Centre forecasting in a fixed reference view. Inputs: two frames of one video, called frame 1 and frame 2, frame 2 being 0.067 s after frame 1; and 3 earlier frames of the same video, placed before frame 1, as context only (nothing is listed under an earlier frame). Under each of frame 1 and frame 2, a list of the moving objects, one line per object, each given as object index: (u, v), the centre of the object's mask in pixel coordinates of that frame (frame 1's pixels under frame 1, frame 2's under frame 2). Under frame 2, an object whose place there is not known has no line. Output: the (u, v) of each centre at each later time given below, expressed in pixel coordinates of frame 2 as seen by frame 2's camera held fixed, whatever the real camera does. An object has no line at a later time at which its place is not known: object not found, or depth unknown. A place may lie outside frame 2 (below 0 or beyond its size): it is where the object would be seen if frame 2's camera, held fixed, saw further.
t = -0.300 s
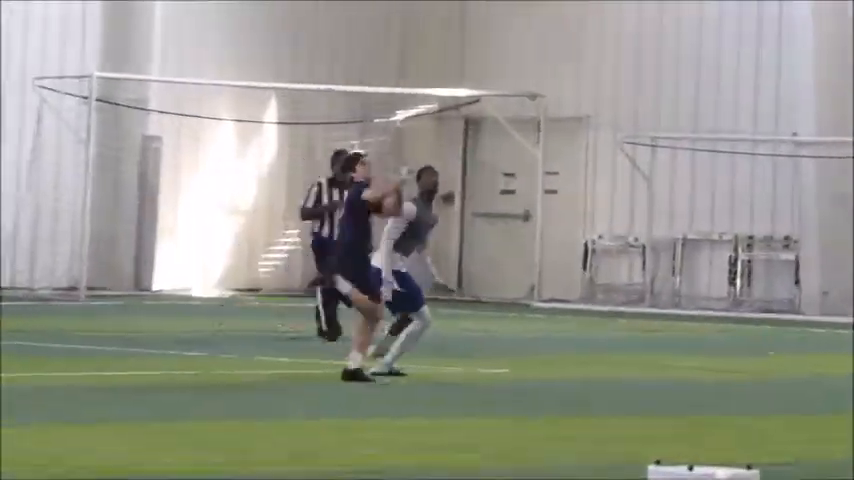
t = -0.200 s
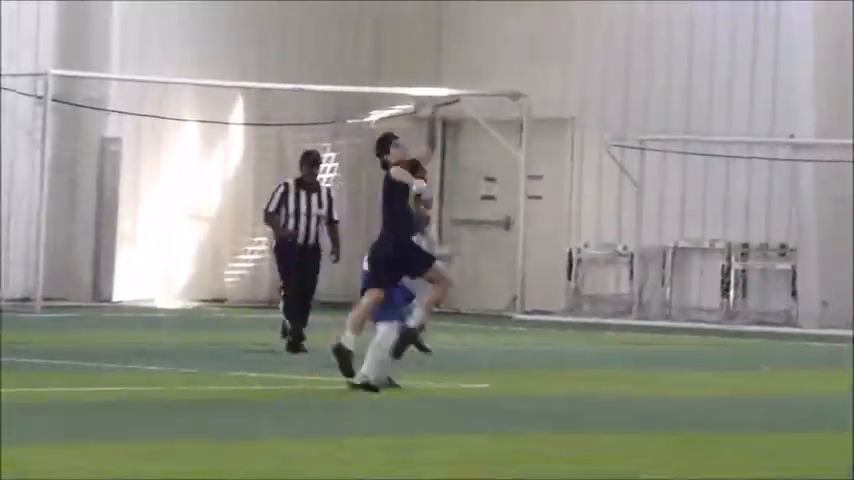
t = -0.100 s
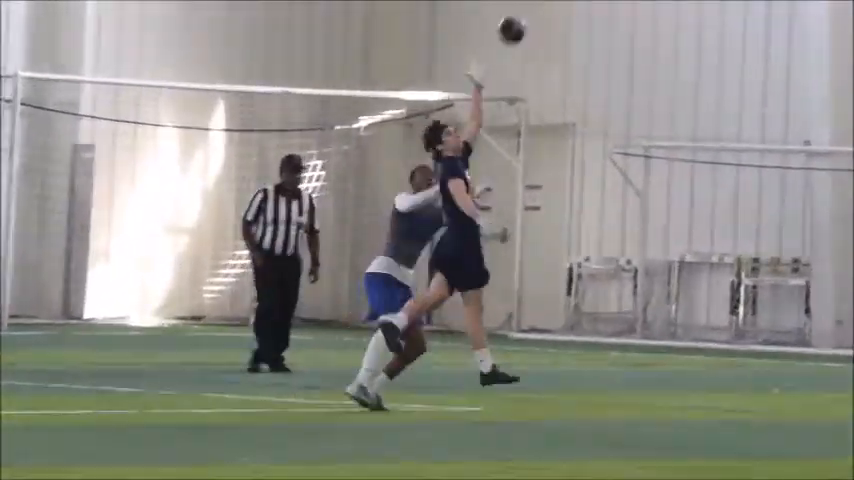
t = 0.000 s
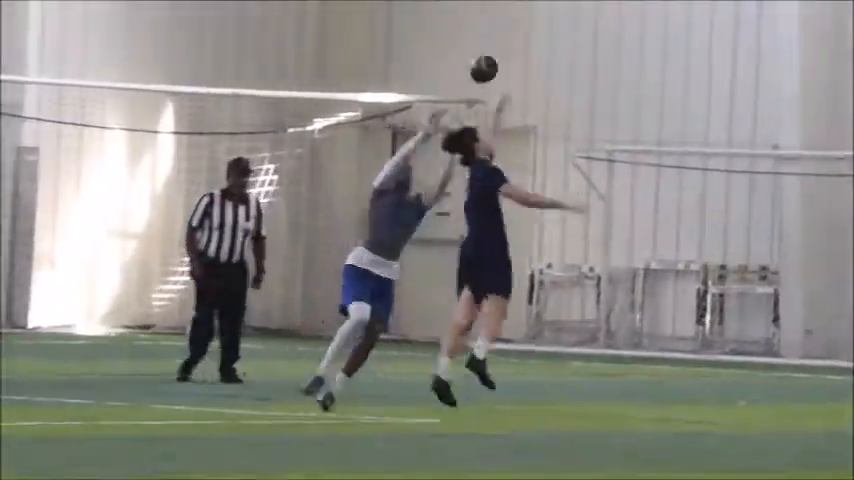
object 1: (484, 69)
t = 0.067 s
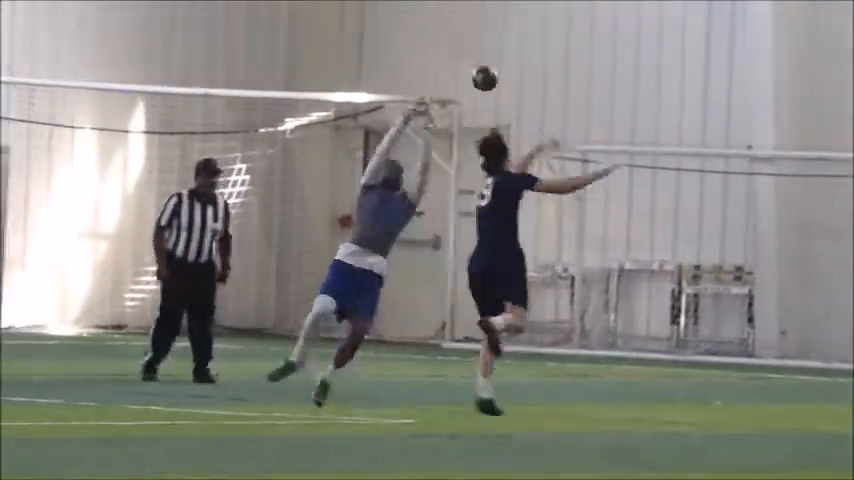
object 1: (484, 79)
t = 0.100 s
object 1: (500, 86)
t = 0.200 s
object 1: (538, 118)
